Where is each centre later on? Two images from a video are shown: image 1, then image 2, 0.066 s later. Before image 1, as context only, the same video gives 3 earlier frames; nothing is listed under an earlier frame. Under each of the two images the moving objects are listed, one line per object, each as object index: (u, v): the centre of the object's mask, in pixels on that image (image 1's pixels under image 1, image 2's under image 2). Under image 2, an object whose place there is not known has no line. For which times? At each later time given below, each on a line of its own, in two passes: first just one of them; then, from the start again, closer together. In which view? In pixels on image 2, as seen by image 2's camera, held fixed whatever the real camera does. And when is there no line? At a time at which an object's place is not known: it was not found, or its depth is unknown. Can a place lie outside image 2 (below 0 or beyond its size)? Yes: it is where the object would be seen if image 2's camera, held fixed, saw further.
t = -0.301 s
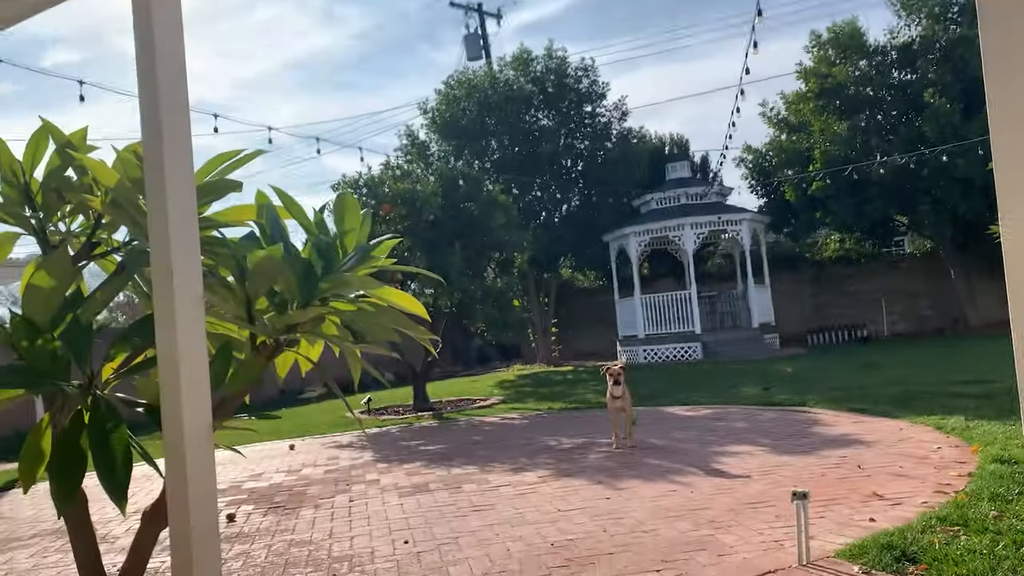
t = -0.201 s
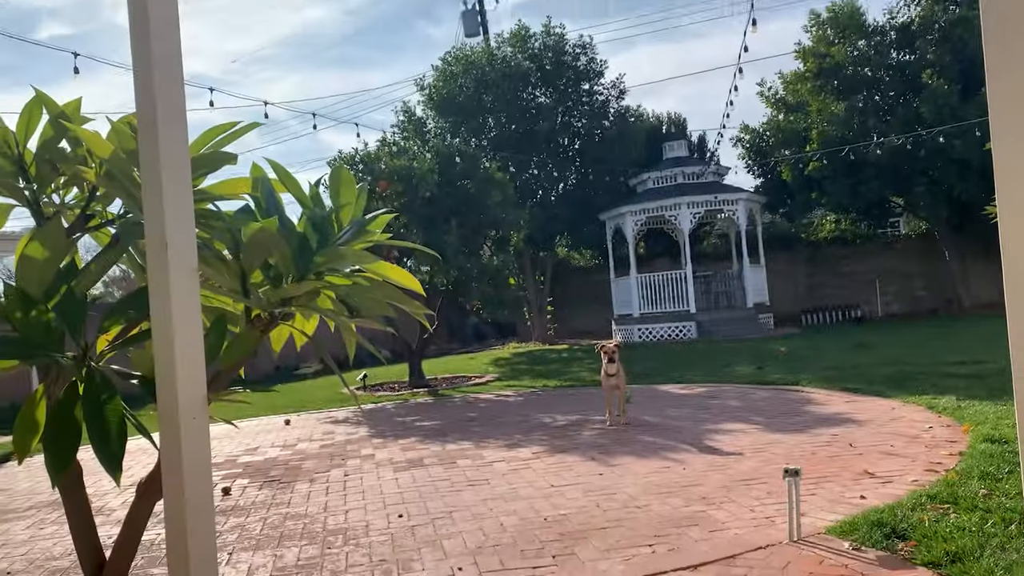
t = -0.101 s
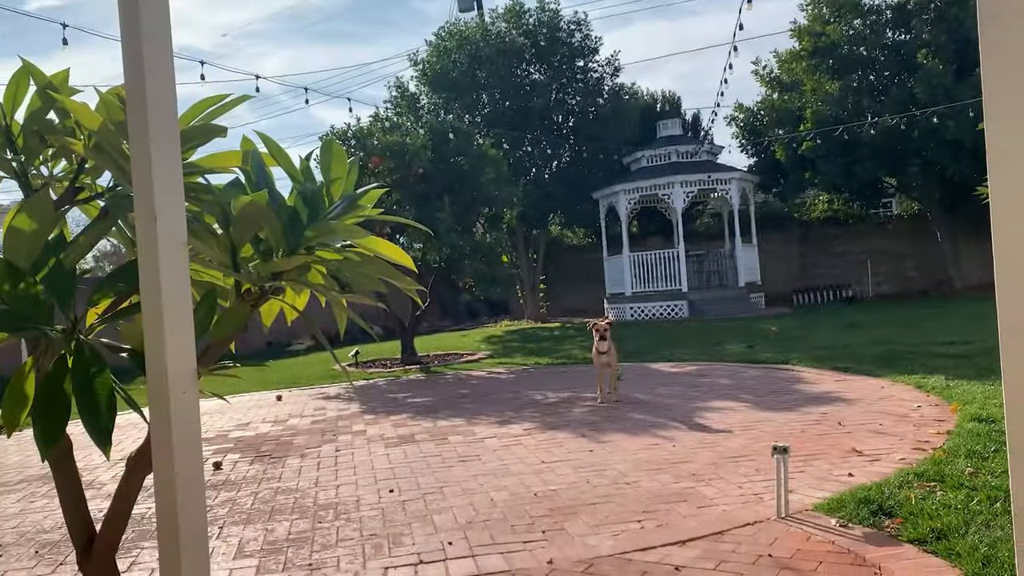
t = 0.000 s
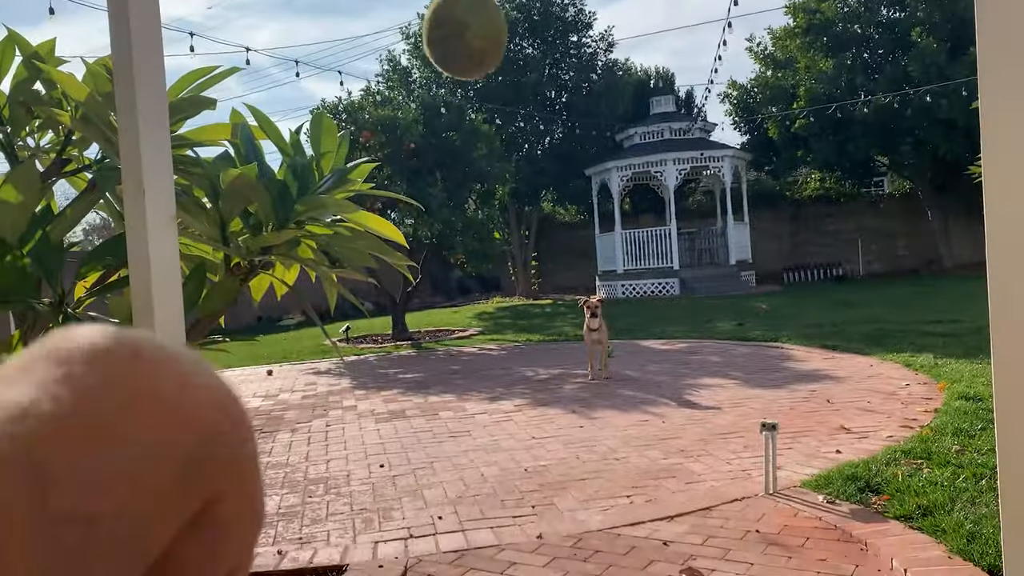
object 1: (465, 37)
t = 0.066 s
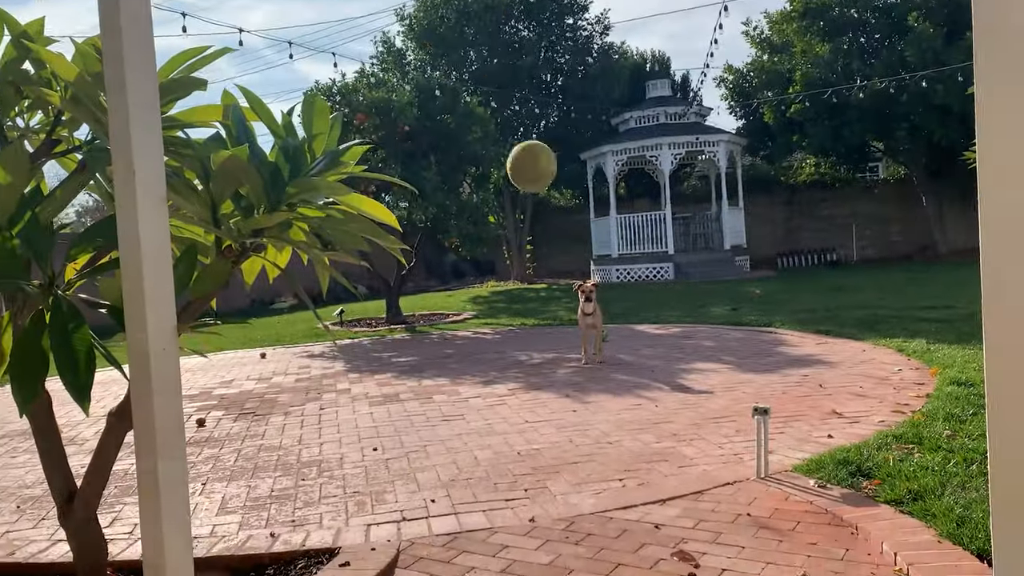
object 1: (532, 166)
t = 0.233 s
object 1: (593, 345)
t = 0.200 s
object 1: (584, 314)
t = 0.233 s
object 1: (593, 345)
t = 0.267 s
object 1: (600, 365)
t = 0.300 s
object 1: (605, 394)
